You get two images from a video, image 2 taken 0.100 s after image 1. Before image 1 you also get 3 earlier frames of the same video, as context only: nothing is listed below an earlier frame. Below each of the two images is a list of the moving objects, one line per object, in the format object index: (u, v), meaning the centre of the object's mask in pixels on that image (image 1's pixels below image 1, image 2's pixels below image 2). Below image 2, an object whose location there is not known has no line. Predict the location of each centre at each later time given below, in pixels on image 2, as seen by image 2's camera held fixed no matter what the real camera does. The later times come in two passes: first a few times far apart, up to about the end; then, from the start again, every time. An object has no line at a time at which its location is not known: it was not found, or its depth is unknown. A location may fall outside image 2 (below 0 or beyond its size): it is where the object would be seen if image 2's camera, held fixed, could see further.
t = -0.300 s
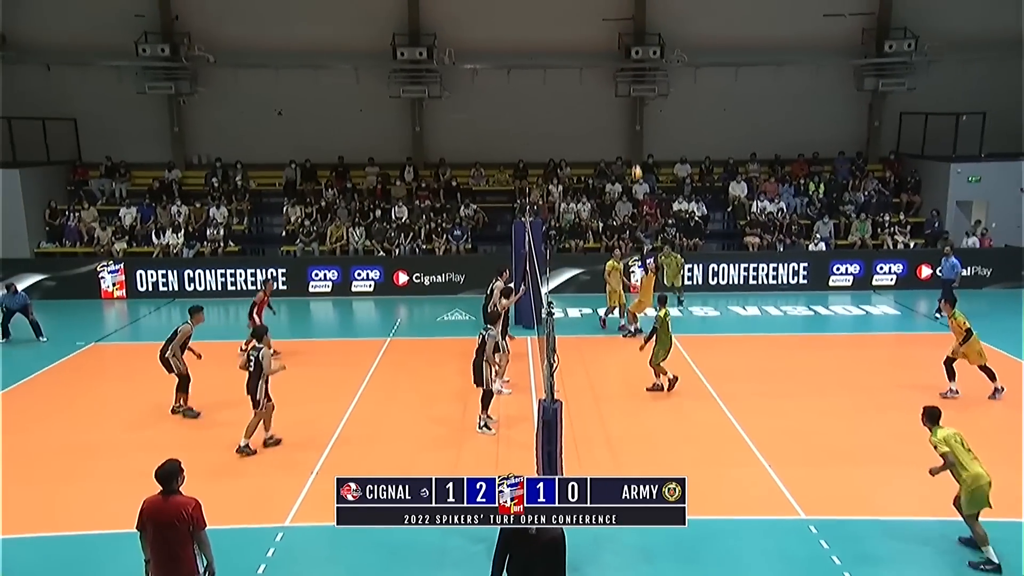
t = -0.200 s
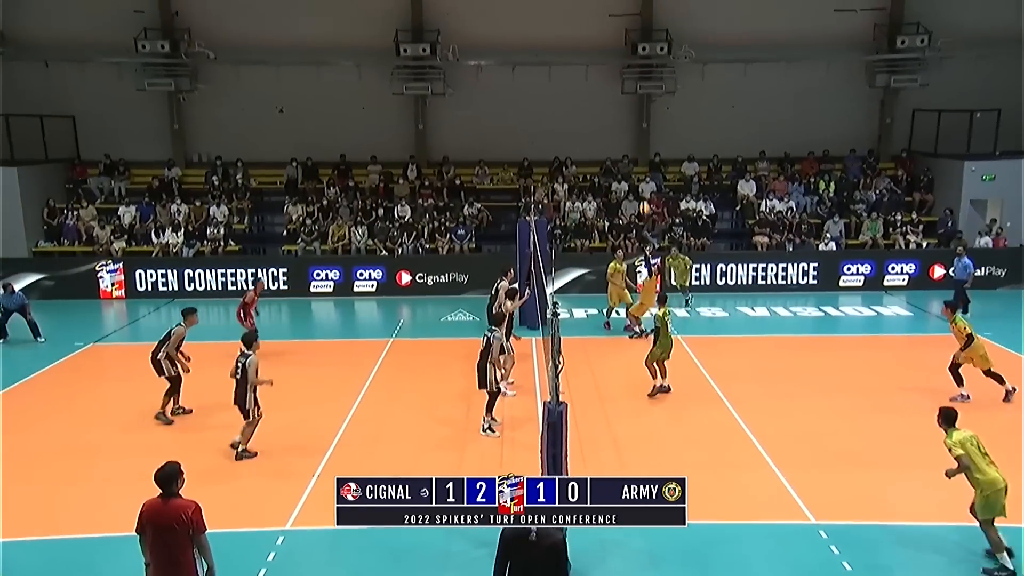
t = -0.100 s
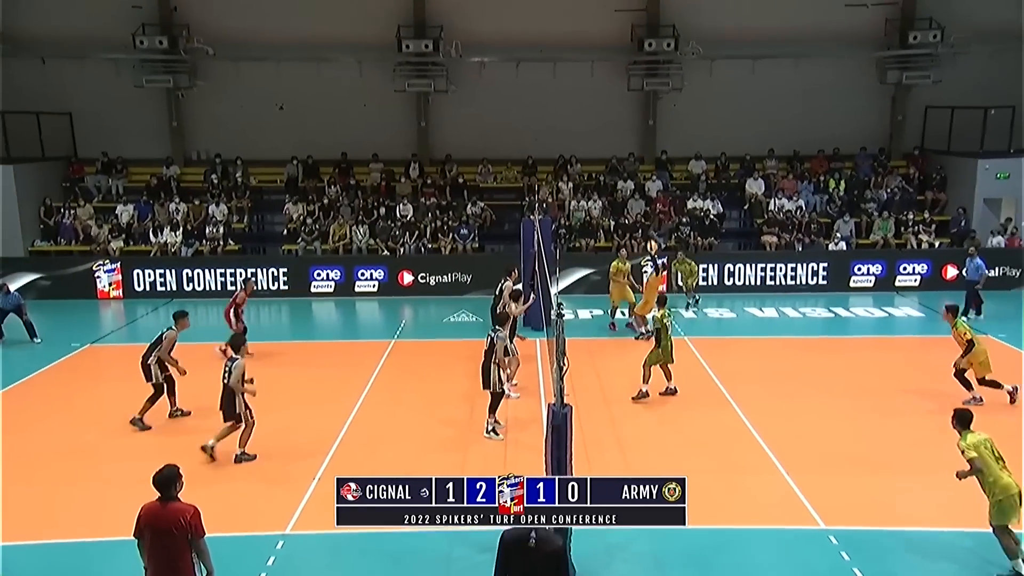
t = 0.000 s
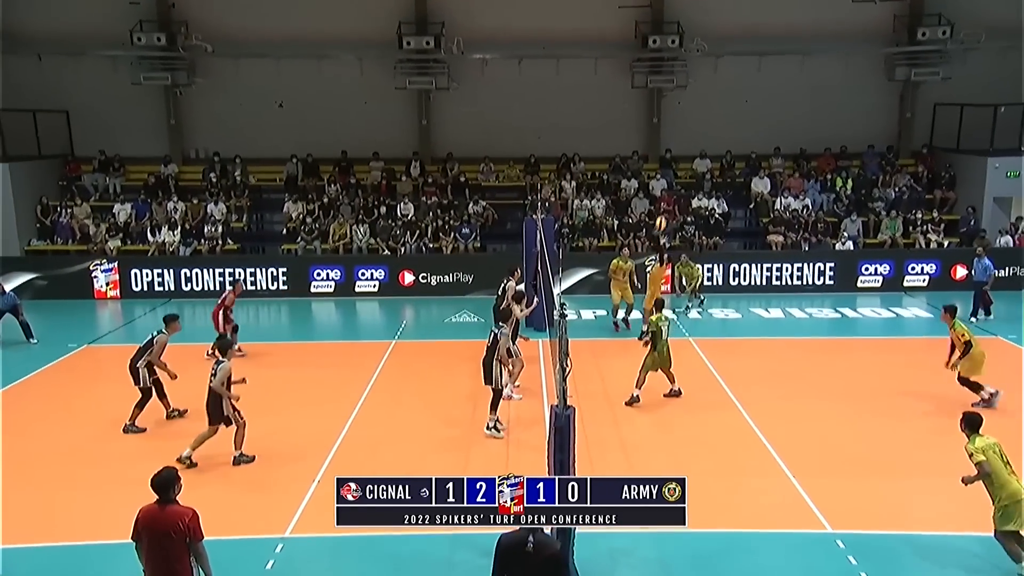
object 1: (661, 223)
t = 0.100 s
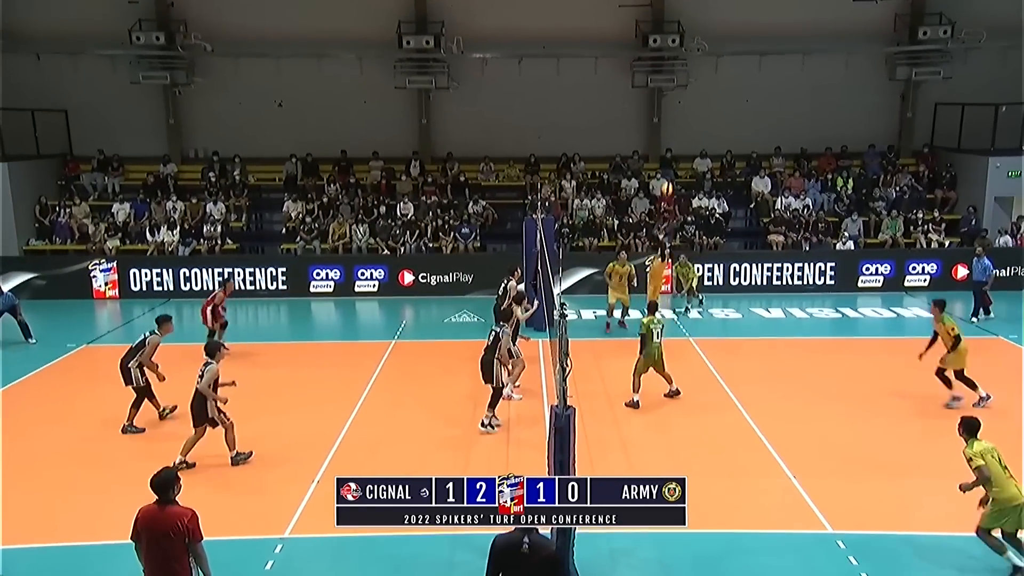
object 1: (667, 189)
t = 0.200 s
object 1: (673, 160)
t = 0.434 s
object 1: (685, 110)
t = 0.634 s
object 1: (696, 90)
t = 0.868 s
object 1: (709, 95)
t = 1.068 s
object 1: (718, 125)
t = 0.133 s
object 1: (669, 179)
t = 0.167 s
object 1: (671, 169)
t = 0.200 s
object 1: (673, 160)
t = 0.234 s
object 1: (674, 151)
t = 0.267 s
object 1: (676, 142)
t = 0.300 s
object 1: (678, 135)
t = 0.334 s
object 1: (680, 128)
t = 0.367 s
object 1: (682, 121)
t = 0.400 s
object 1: (684, 115)
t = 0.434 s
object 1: (685, 110)
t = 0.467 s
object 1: (687, 105)
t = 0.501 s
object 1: (689, 100)
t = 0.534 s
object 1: (691, 96)
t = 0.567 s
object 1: (693, 94)
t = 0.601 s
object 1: (694, 92)
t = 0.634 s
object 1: (696, 90)
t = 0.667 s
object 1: (698, 89)
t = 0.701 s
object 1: (700, 88)
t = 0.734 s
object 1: (702, 88)
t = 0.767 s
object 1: (703, 89)
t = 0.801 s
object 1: (705, 90)
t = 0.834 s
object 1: (707, 92)
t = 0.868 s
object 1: (709, 95)
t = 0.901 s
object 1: (710, 98)
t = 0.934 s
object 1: (712, 102)
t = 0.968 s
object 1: (714, 107)
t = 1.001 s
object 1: (716, 112)
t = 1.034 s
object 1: (717, 119)
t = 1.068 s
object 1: (718, 125)
